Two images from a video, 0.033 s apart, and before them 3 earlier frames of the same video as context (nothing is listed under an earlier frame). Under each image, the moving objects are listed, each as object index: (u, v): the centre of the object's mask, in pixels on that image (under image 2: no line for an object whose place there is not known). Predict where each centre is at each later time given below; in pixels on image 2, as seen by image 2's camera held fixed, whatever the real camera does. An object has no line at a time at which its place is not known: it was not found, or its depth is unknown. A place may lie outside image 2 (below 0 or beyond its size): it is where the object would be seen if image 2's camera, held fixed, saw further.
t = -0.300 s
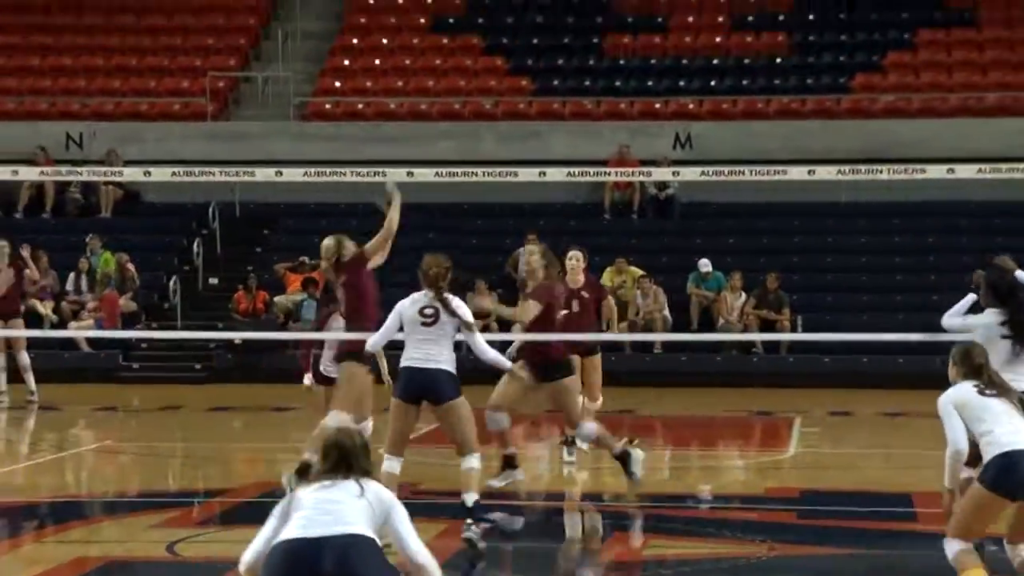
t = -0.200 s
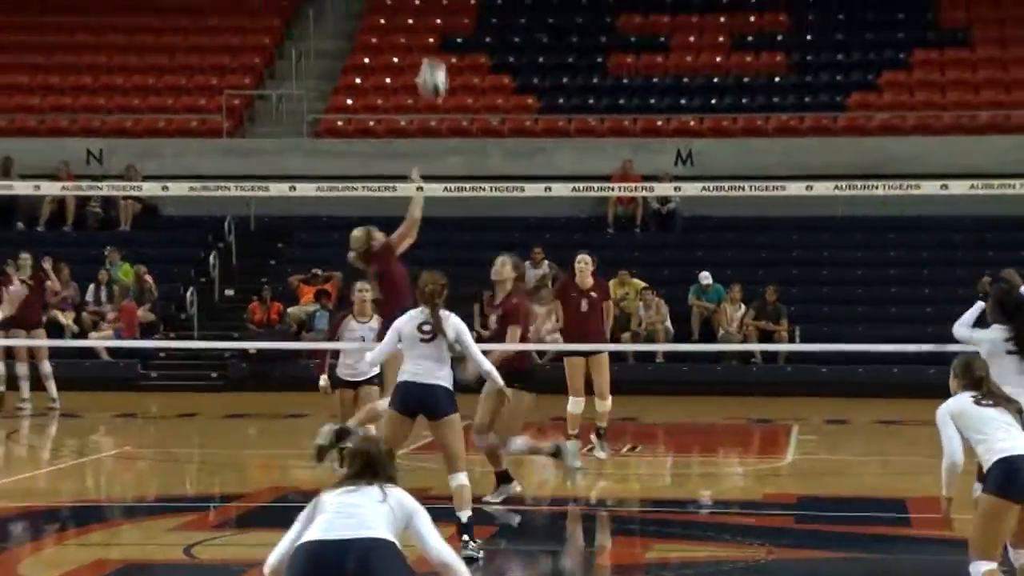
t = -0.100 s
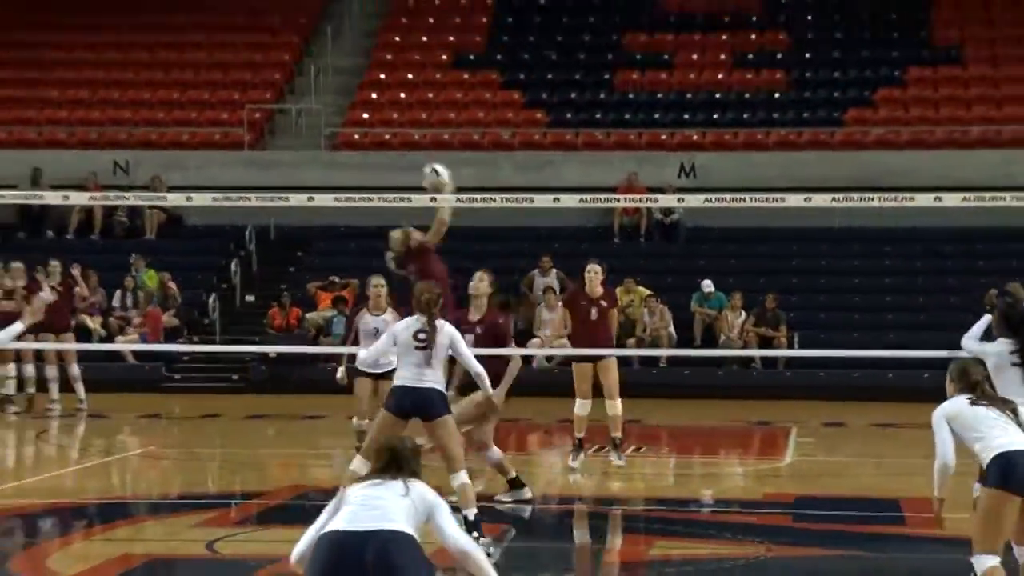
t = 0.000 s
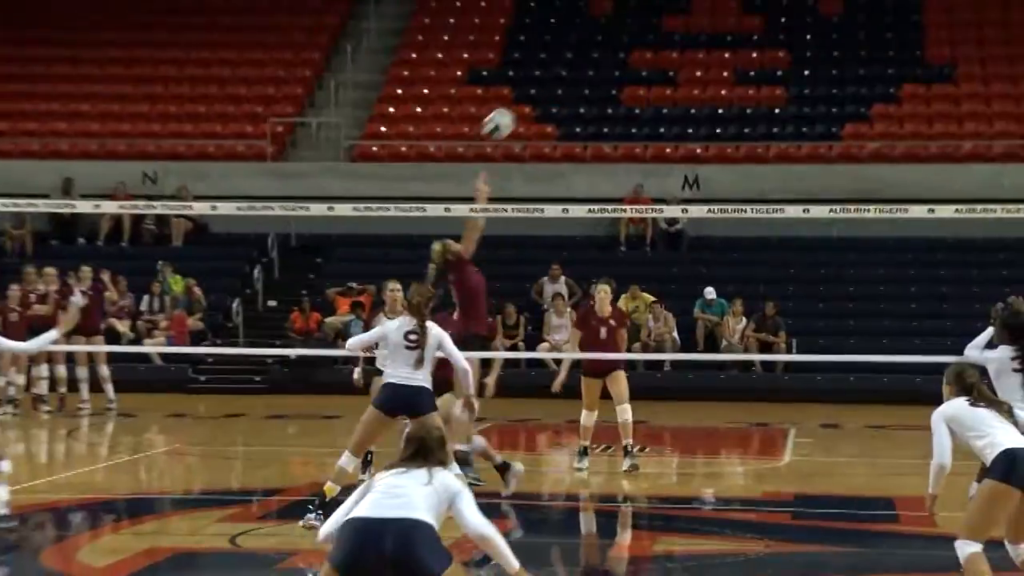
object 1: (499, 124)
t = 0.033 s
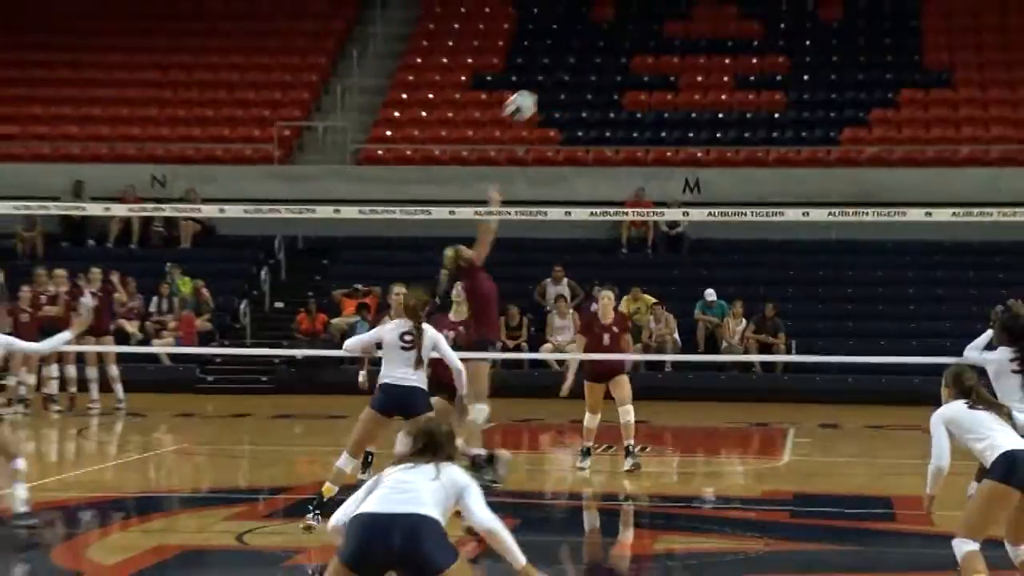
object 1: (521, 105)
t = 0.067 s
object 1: (539, 85)
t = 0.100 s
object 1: (557, 66)
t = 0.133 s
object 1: (575, 48)
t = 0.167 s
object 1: (594, 32)
